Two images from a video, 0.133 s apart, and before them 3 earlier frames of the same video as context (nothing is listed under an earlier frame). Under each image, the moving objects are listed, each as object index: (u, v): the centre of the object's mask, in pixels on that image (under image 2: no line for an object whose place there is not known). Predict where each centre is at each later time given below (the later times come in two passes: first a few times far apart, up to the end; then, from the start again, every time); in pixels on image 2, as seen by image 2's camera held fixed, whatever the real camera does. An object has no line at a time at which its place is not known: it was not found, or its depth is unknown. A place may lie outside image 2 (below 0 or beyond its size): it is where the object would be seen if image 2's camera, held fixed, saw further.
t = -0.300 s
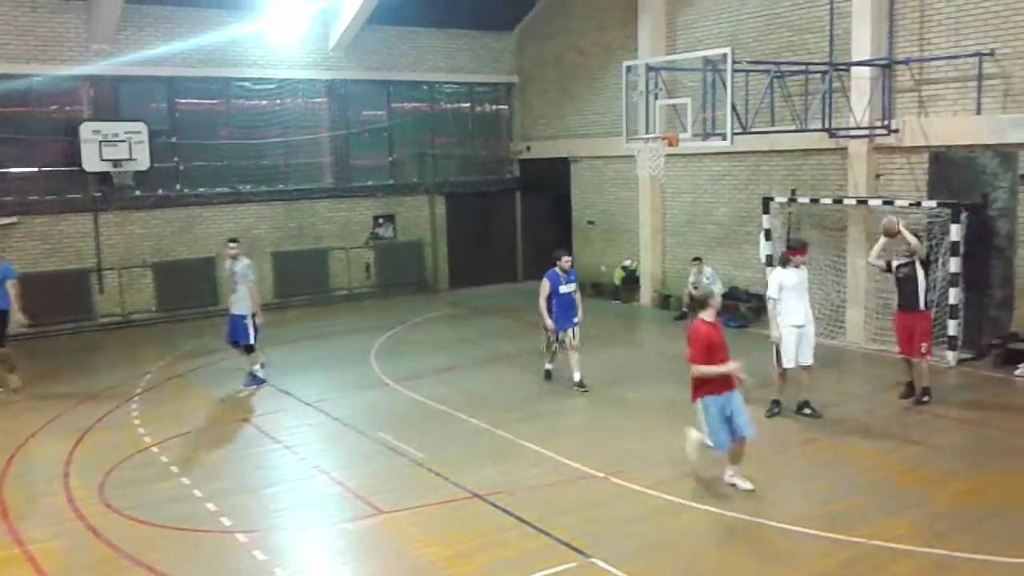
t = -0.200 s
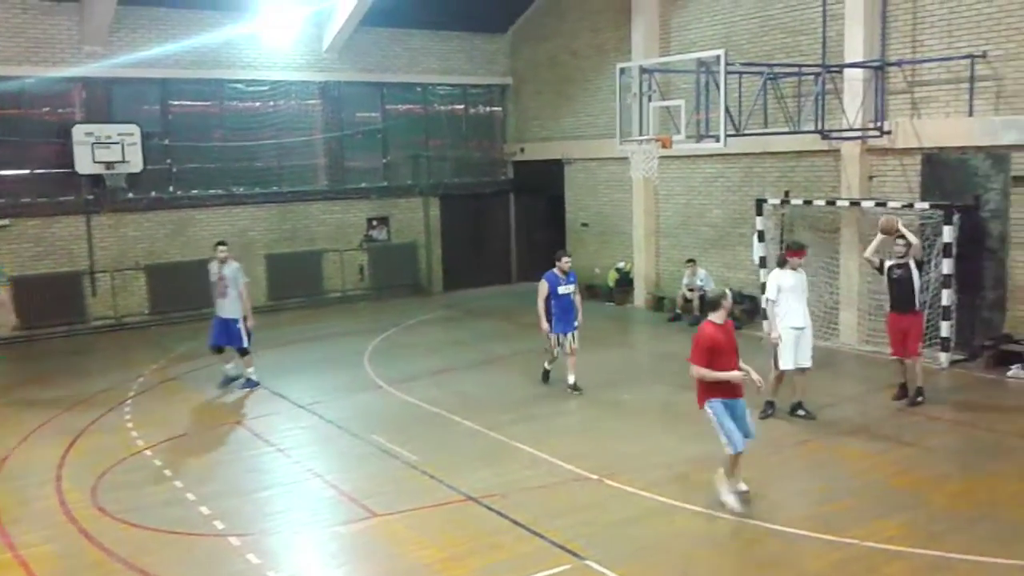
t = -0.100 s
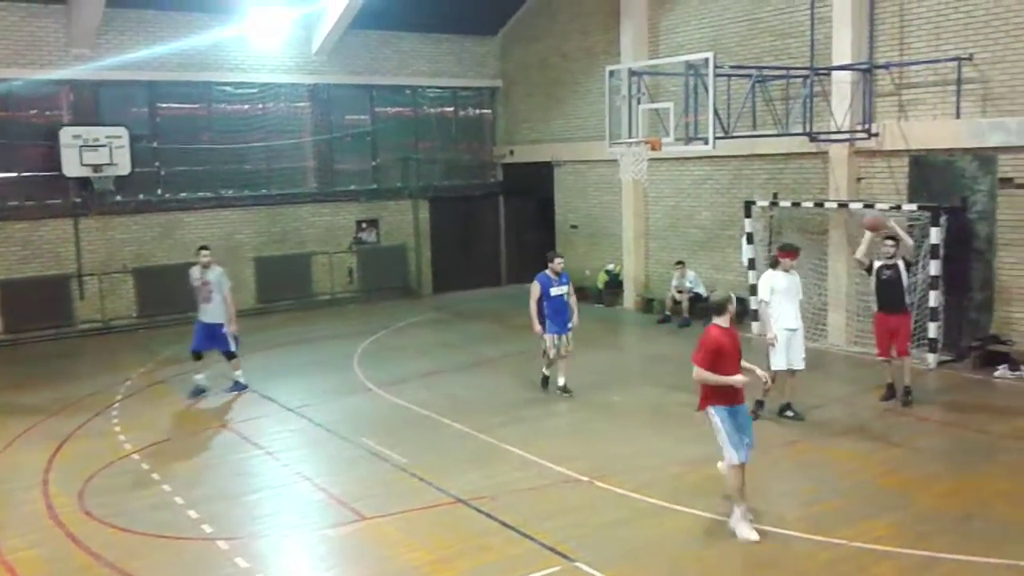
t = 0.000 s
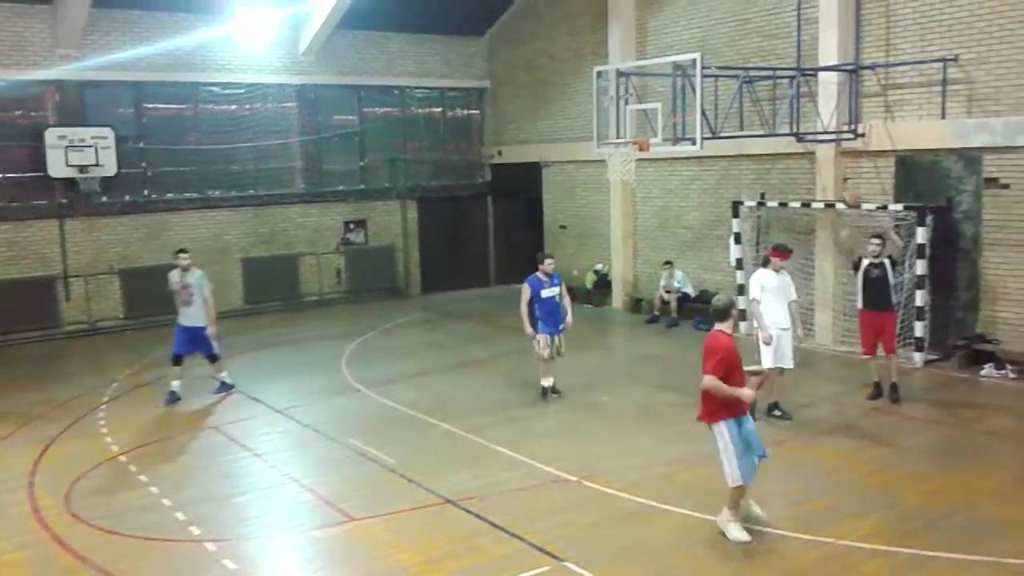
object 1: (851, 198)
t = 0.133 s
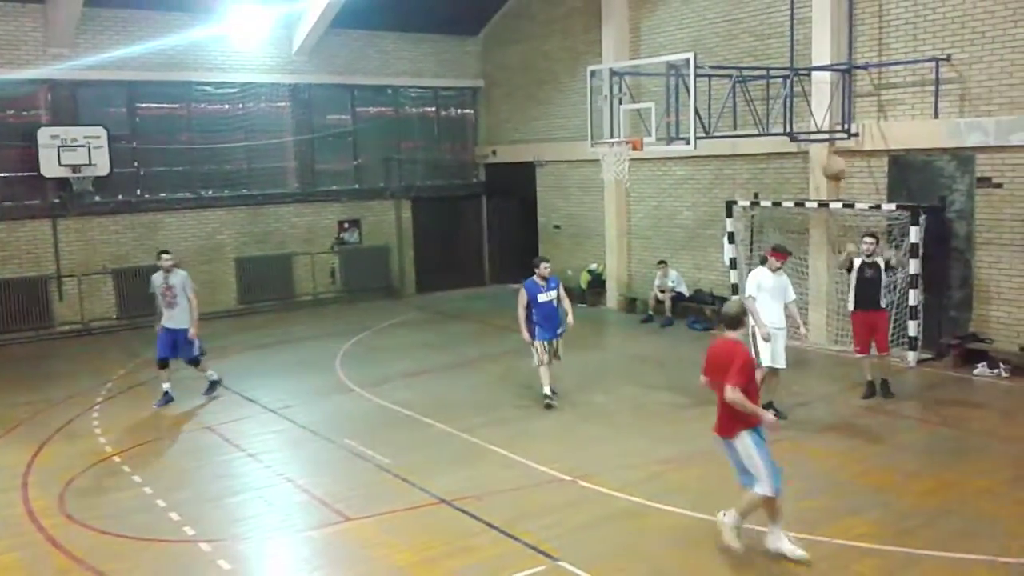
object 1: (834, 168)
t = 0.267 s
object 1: (821, 153)
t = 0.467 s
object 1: (795, 166)
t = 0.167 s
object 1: (831, 164)
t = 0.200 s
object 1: (828, 160)
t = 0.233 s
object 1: (823, 156)
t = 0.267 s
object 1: (821, 153)
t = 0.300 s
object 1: (817, 152)
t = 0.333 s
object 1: (813, 152)
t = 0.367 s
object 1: (809, 154)
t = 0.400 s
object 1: (803, 157)
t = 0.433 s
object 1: (799, 161)
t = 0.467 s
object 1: (795, 166)
